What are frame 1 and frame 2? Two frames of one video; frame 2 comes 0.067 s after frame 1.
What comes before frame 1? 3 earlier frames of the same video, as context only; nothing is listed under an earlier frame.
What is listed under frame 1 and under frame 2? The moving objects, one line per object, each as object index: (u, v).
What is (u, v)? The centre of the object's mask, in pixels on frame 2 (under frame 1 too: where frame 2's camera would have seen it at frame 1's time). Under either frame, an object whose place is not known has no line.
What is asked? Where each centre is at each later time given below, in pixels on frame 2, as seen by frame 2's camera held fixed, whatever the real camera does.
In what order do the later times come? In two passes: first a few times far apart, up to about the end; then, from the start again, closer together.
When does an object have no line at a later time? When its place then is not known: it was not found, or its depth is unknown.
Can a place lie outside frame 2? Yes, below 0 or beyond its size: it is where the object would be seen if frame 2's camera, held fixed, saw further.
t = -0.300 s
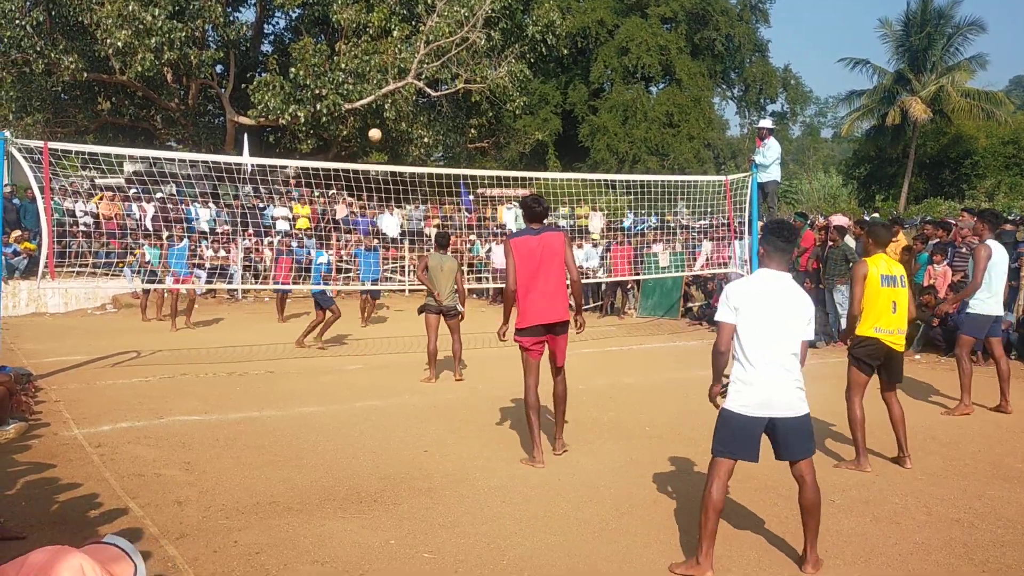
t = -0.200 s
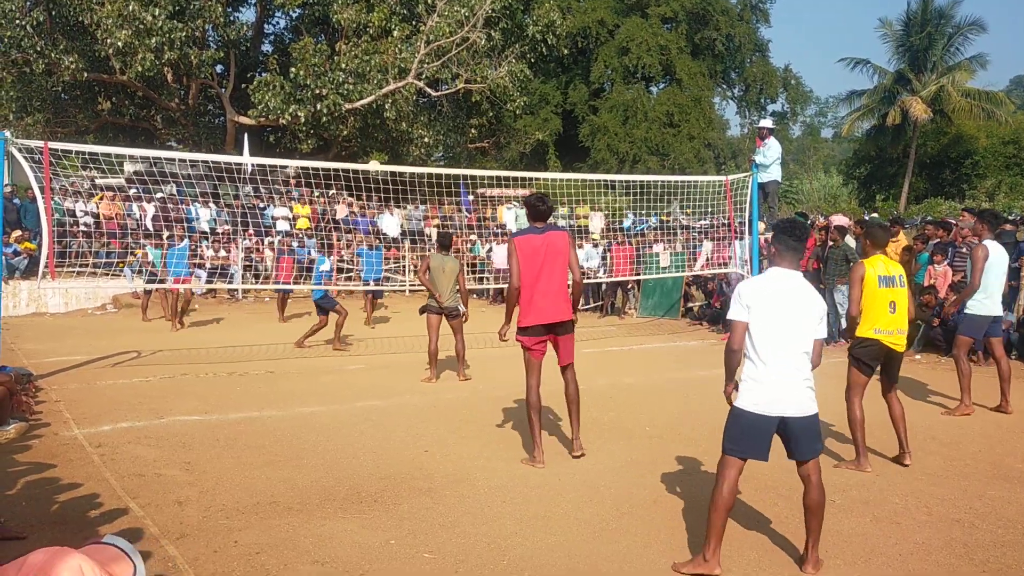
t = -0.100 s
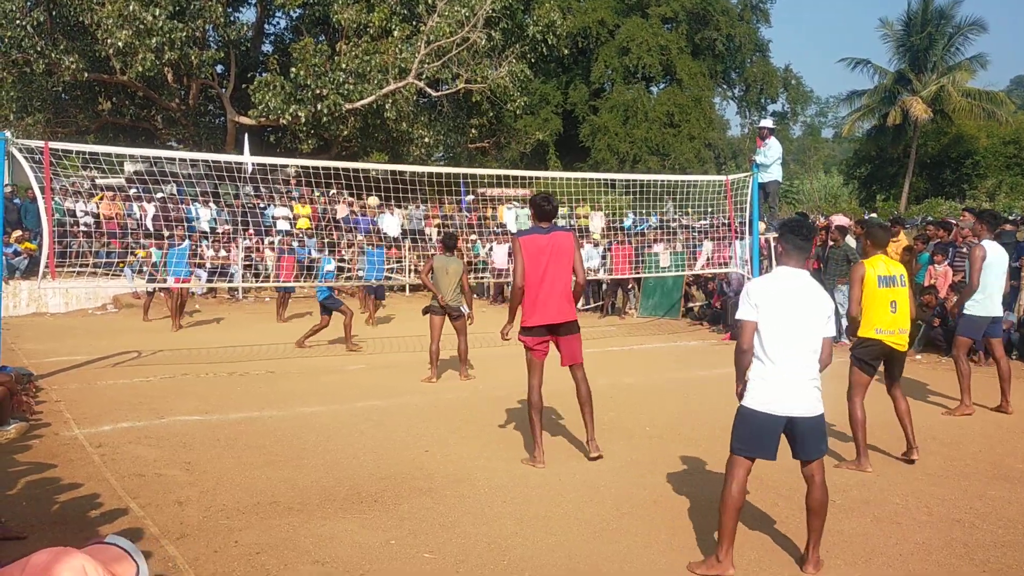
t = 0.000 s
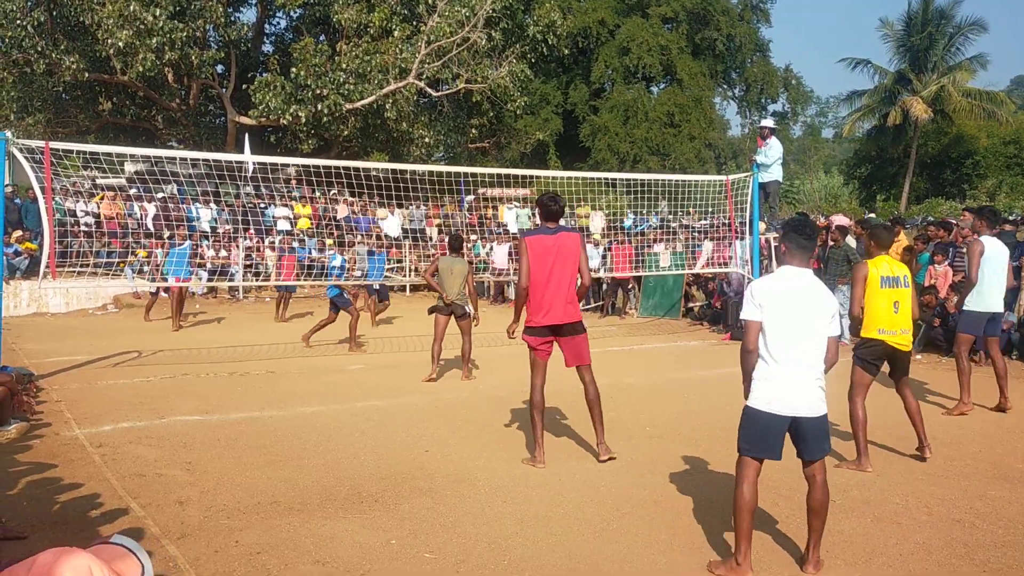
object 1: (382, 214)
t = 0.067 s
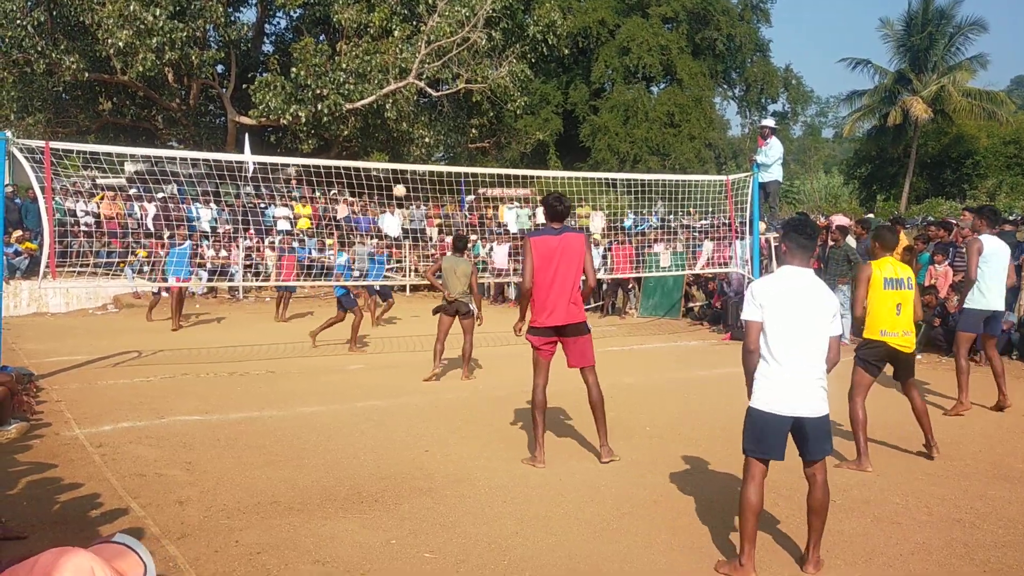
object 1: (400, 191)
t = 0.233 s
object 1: (447, 140)
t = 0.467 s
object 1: (521, 84)
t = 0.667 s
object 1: (600, 59)
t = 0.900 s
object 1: (714, 69)
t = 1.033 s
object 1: (793, 100)
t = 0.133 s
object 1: (417, 169)
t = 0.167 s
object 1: (427, 159)
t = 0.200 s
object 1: (437, 149)
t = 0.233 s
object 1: (447, 140)
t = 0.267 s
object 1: (456, 130)
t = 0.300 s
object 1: (467, 121)
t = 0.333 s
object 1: (477, 113)
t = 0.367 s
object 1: (487, 105)
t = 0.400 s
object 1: (498, 98)
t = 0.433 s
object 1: (510, 91)
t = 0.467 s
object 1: (521, 84)
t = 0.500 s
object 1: (533, 79)
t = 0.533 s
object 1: (546, 73)
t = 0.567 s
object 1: (558, 68)
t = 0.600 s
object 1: (572, 64)
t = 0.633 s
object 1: (585, 61)
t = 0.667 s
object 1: (600, 59)
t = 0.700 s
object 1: (614, 57)
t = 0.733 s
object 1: (629, 56)
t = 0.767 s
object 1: (645, 56)
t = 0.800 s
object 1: (661, 58)
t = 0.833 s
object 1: (678, 61)
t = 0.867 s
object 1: (695, 64)
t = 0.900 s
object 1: (714, 69)
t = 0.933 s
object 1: (733, 74)
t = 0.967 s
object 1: (752, 81)
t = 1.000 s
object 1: (772, 90)
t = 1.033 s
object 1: (793, 100)
